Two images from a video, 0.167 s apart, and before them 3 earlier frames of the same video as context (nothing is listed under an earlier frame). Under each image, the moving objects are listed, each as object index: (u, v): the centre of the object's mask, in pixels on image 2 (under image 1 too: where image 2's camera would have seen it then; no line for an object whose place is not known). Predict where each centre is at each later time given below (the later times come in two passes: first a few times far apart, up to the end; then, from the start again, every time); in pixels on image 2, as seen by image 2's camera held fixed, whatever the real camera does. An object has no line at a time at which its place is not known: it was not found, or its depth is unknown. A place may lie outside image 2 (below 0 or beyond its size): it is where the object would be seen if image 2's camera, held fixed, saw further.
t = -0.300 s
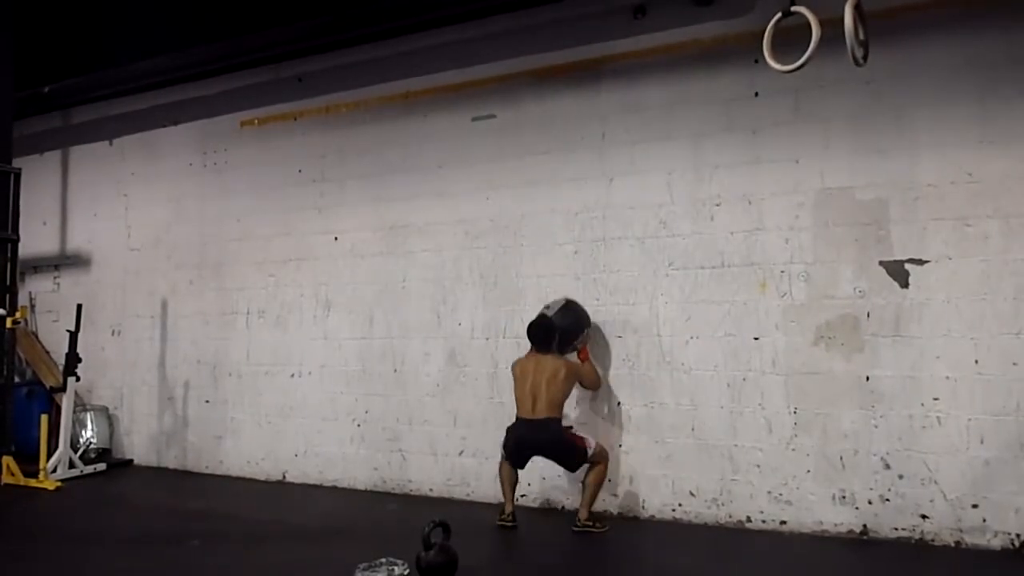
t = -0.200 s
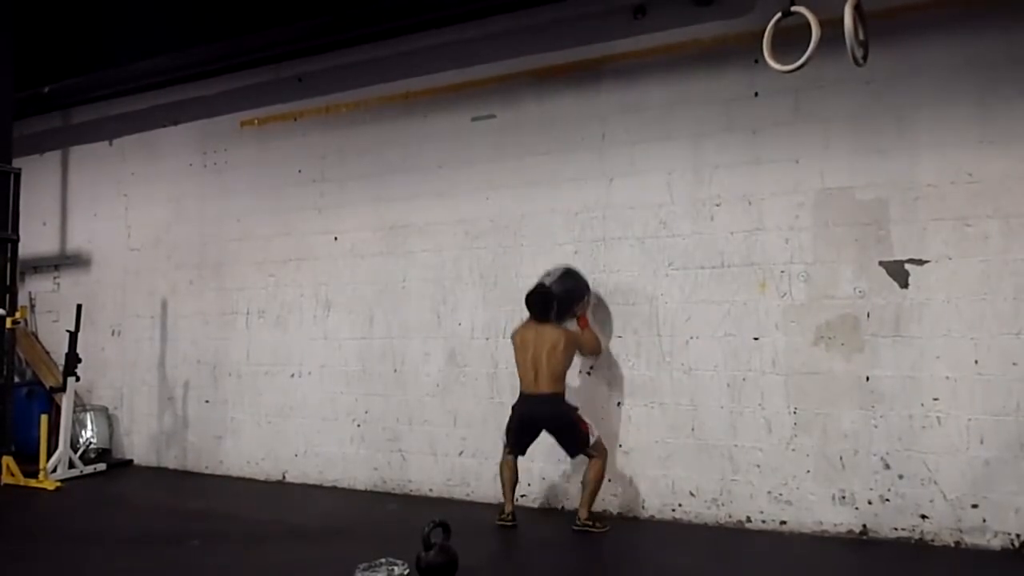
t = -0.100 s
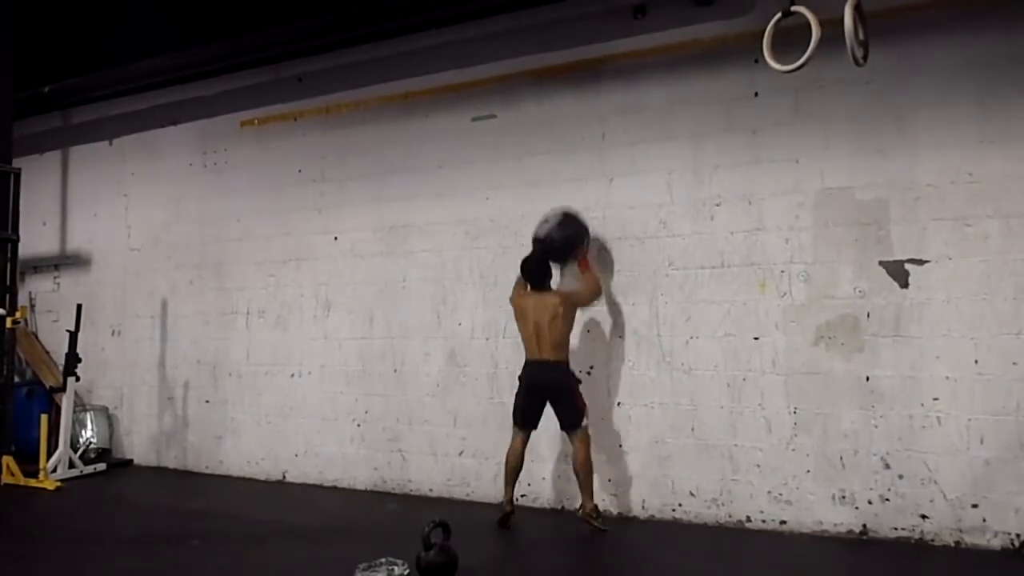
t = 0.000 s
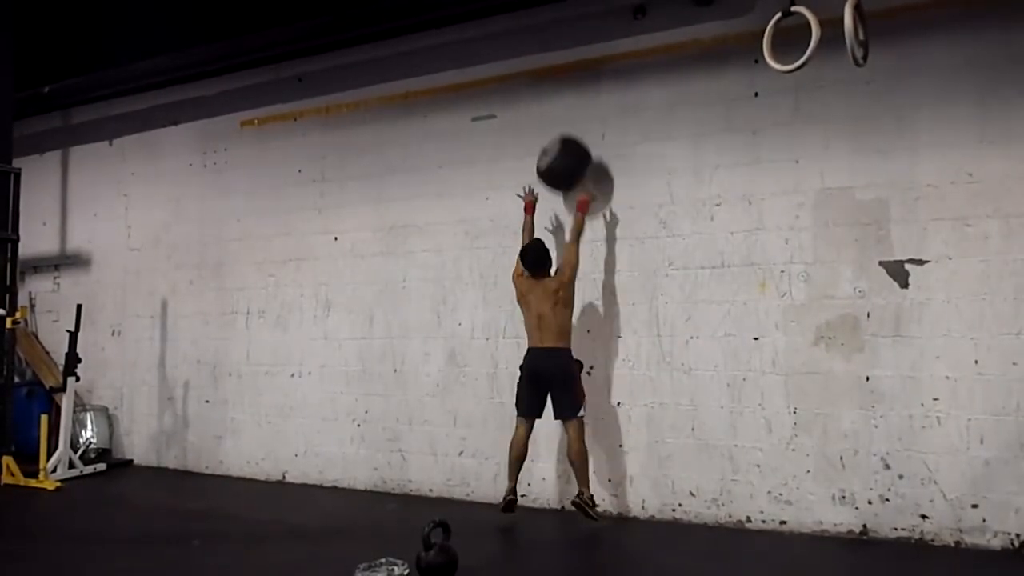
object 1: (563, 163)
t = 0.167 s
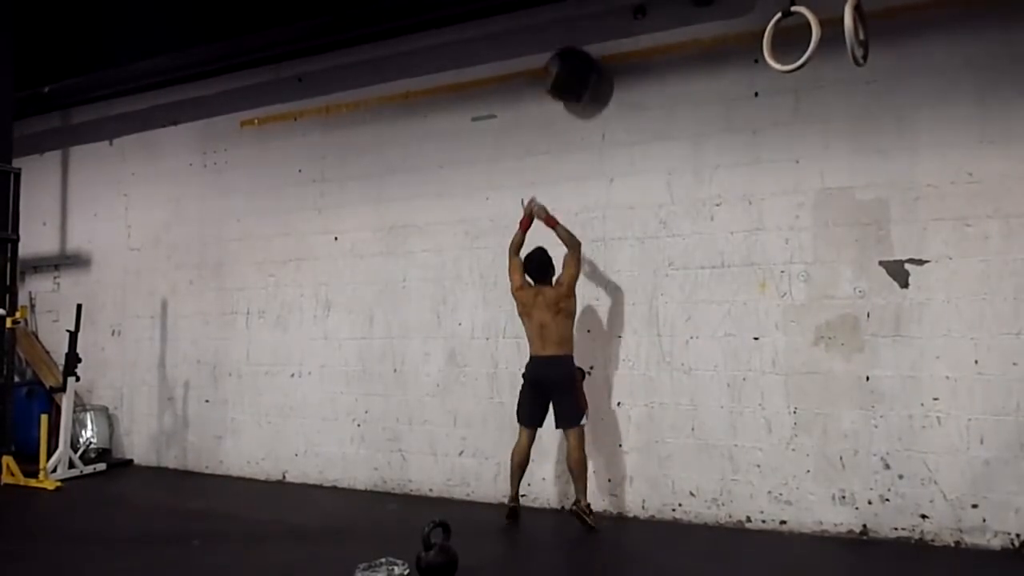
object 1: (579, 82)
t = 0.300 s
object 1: (581, 37)
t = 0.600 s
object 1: (577, 54)
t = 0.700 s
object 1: (576, 91)
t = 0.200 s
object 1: (579, 69)
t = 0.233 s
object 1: (578, 57)
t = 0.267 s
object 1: (580, 44)
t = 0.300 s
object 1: (581, 37)
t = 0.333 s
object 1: (581, 32)
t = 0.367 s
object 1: (580, 31)
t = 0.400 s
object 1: (579, 31)
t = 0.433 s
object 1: (578, 31)
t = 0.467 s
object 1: (578, 31)
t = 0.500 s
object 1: (579, 32)
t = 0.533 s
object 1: (577, 37)
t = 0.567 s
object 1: (577, 43)
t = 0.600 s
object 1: (577, 54)
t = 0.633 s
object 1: (577, 65)
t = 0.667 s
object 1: (576, 77)
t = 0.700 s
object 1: (576, 91)
